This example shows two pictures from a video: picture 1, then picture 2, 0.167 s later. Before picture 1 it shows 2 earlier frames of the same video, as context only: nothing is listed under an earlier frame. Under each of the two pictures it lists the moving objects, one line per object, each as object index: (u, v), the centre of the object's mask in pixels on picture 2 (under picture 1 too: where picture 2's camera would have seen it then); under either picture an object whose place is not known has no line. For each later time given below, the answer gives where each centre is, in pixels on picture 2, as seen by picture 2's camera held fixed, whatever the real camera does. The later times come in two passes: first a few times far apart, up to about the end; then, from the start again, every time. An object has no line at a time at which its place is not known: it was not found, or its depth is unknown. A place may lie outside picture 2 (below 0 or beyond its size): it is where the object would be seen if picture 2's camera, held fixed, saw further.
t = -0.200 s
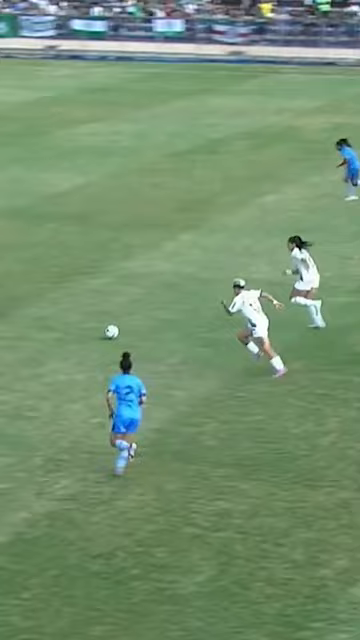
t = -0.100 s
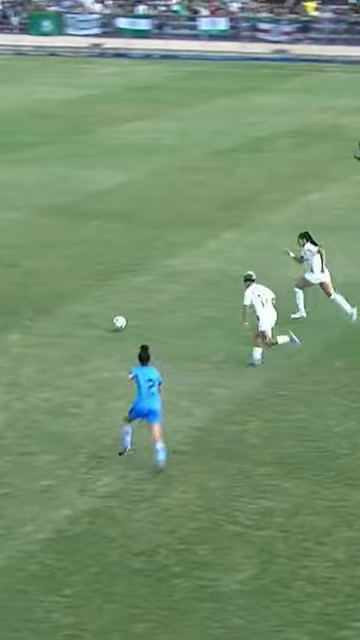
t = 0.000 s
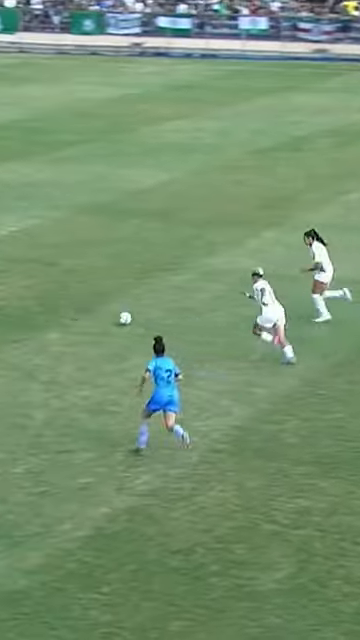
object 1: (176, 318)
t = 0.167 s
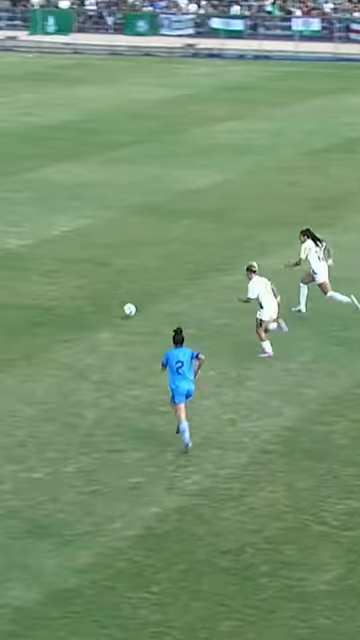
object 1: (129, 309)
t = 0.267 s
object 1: (103, 307)
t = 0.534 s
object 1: (43, 300)
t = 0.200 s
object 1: (121, 309)
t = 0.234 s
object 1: (112, 310)
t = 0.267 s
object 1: (103, 307)
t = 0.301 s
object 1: (96, 306)
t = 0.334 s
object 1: (88, 304)
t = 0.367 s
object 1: (80, 304)
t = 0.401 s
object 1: (72, 303)
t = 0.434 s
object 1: (64, 304)
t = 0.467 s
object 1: (57, 302)
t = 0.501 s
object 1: (50, 301)
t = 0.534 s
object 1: (43, 300)
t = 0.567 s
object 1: (35, 299)
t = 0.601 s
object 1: (28, 299)
